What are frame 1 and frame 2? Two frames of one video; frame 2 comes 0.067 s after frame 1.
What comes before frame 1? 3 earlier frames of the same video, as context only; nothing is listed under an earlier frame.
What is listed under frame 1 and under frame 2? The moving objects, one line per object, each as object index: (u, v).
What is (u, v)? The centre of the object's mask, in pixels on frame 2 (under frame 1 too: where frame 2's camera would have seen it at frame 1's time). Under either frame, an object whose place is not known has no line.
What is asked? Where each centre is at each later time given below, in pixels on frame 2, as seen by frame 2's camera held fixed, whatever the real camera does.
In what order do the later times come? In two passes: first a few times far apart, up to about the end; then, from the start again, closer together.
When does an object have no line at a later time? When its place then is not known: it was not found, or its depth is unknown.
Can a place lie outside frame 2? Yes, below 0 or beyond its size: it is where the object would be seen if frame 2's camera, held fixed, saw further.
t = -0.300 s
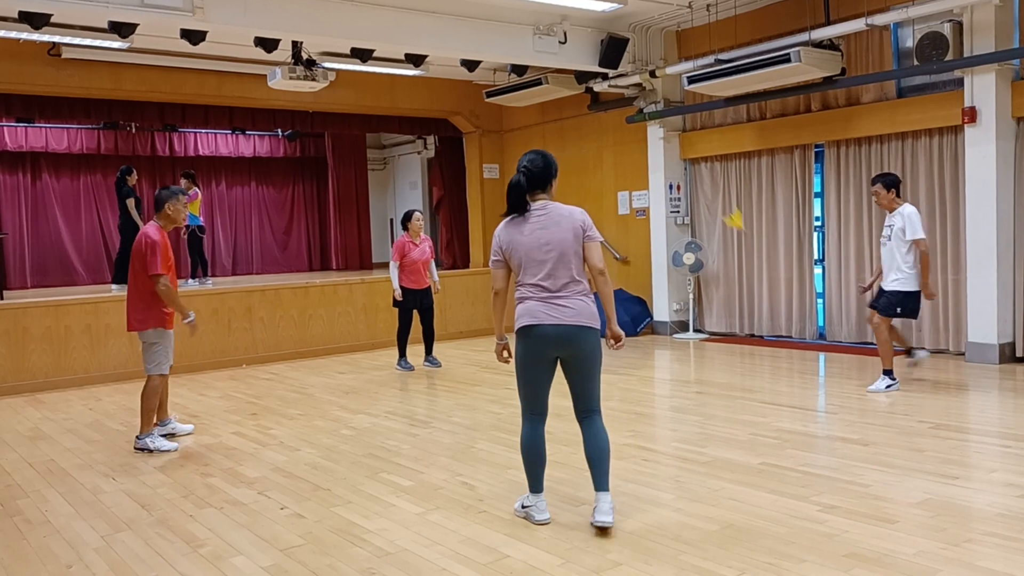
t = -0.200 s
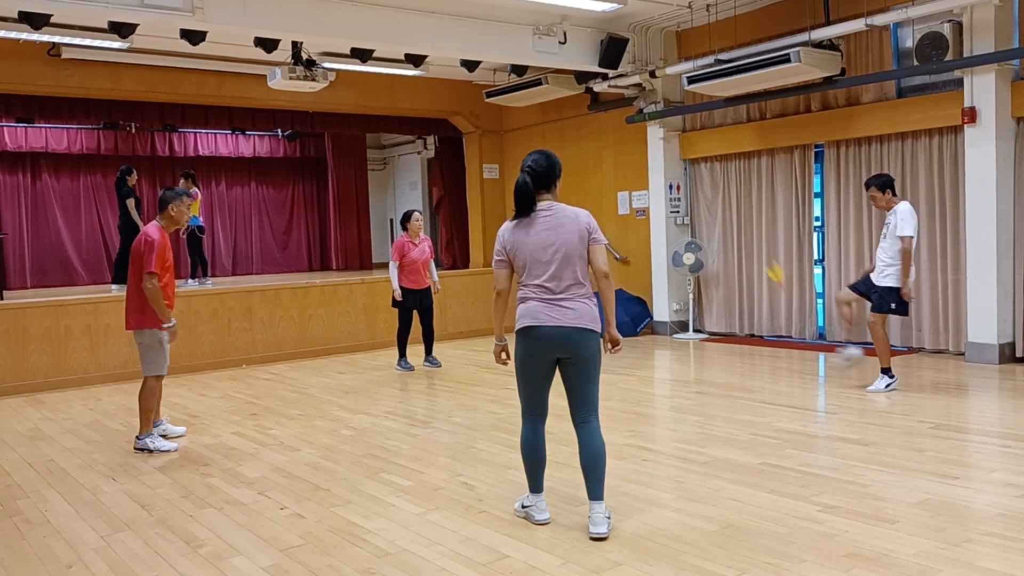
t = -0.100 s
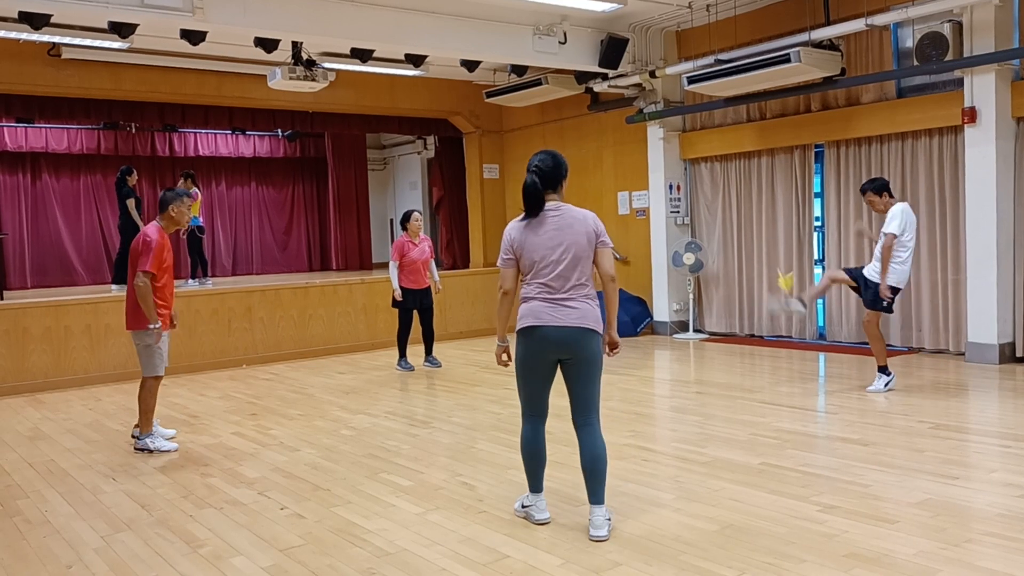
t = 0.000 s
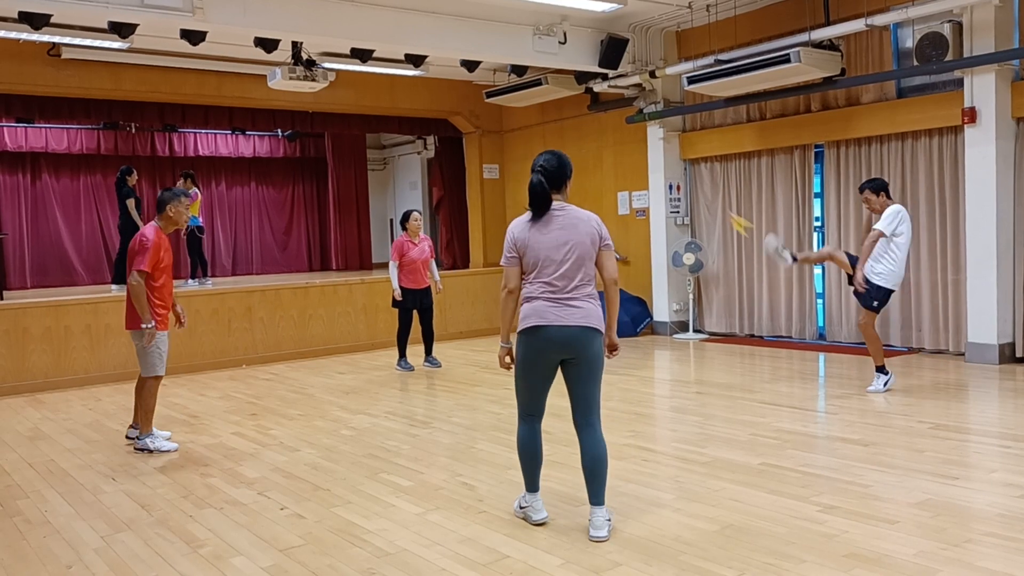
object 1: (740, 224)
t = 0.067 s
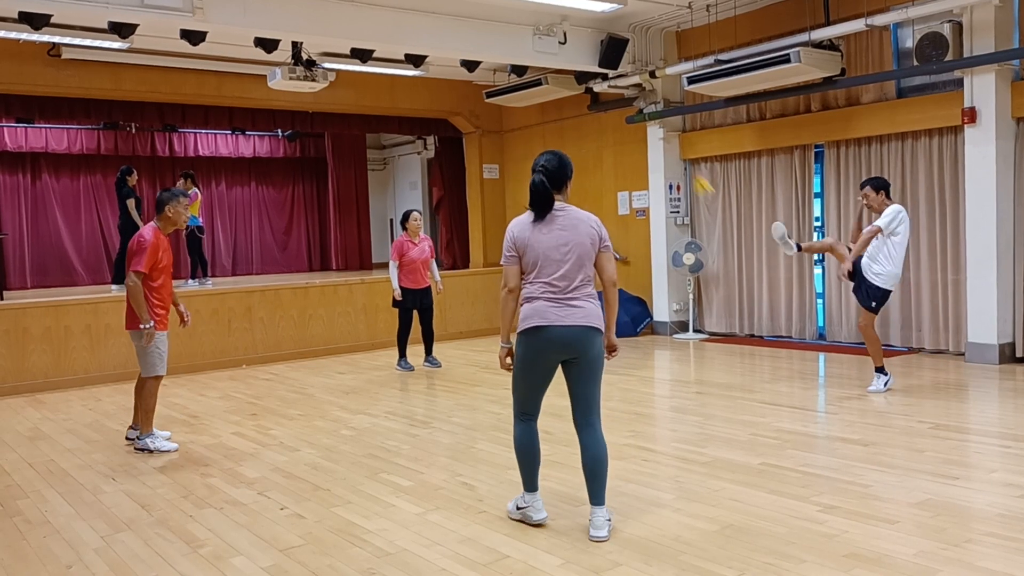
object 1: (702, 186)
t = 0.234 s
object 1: (629, 105)
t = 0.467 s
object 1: (524, 56)
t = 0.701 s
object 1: (422, 78)
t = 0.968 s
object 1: (307, 203)
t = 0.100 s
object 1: (687, 167)
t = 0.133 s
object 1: (675, 150)
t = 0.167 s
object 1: (660, 131)
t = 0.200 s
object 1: (644, 117)
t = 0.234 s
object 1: (629, 105)
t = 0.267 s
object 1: (616, 96)
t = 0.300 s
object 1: (598, 84)
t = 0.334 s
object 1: (585, 78)
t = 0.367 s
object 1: (569, 70)
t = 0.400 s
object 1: (554, 64)
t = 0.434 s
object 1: (540, 60)
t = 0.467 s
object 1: (524, 56)
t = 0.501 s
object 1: (507, 55)
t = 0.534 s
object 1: (494, 56)
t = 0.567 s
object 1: (479, 58)
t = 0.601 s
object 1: (467, 61)
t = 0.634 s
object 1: (452, 63)
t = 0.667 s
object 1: (435, 71)
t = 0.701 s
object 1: (422, 78)
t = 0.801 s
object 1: (376, 114)
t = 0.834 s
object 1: (362, 129)
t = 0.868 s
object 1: (350, 145)
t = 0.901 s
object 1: (336, 163)
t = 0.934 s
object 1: (322, 182)
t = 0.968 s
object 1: (307, 203)
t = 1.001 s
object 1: (293, 226)
